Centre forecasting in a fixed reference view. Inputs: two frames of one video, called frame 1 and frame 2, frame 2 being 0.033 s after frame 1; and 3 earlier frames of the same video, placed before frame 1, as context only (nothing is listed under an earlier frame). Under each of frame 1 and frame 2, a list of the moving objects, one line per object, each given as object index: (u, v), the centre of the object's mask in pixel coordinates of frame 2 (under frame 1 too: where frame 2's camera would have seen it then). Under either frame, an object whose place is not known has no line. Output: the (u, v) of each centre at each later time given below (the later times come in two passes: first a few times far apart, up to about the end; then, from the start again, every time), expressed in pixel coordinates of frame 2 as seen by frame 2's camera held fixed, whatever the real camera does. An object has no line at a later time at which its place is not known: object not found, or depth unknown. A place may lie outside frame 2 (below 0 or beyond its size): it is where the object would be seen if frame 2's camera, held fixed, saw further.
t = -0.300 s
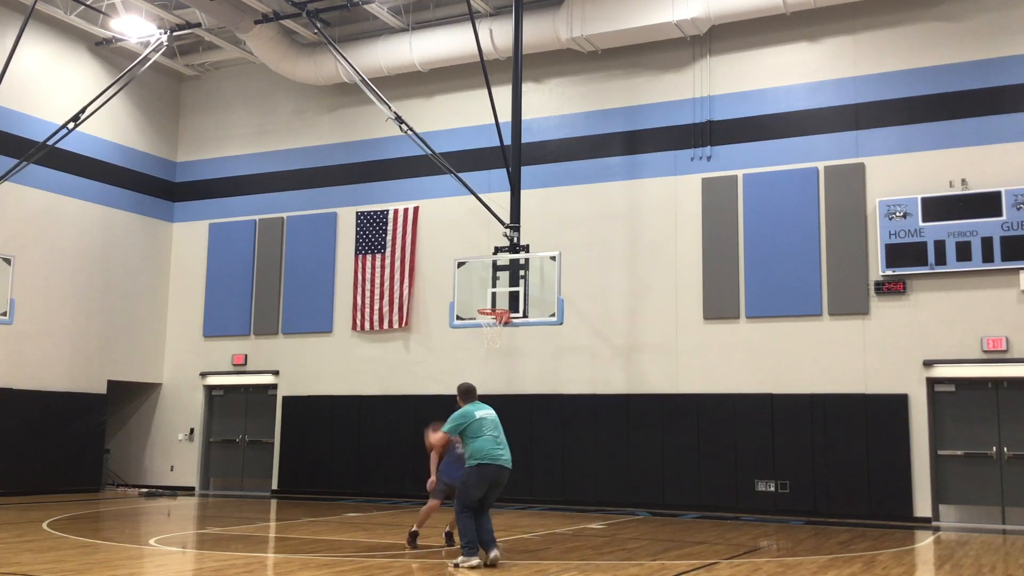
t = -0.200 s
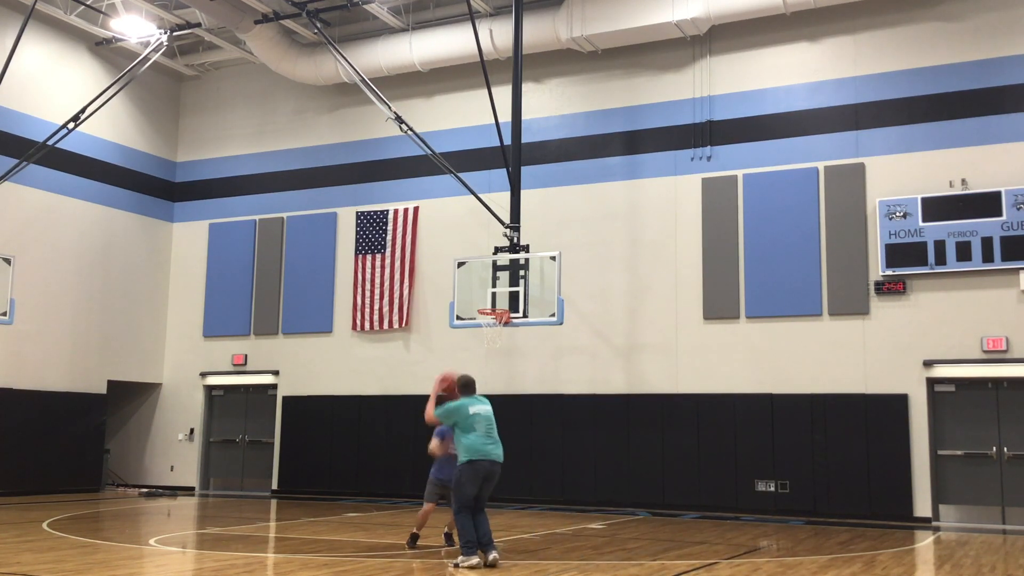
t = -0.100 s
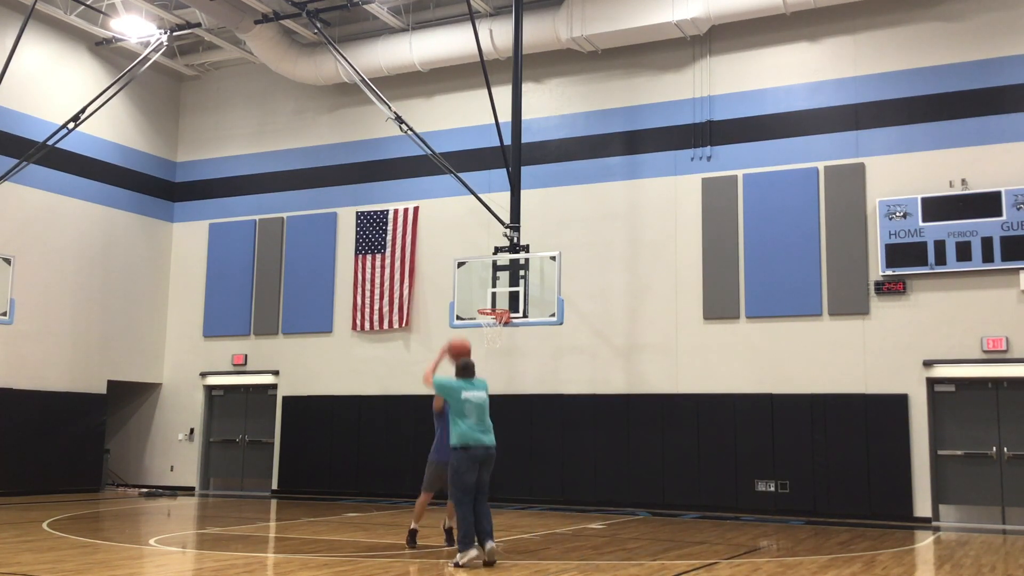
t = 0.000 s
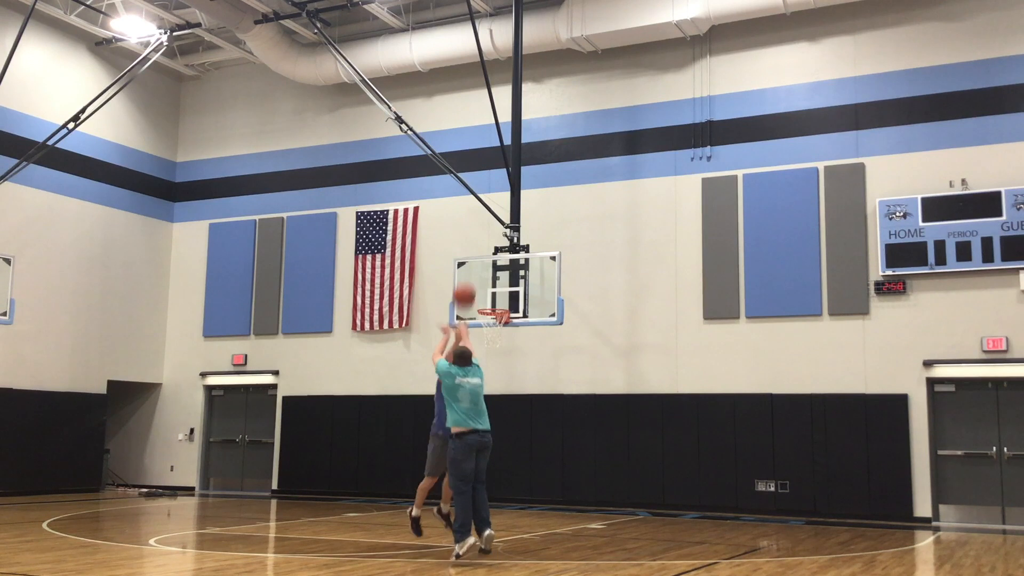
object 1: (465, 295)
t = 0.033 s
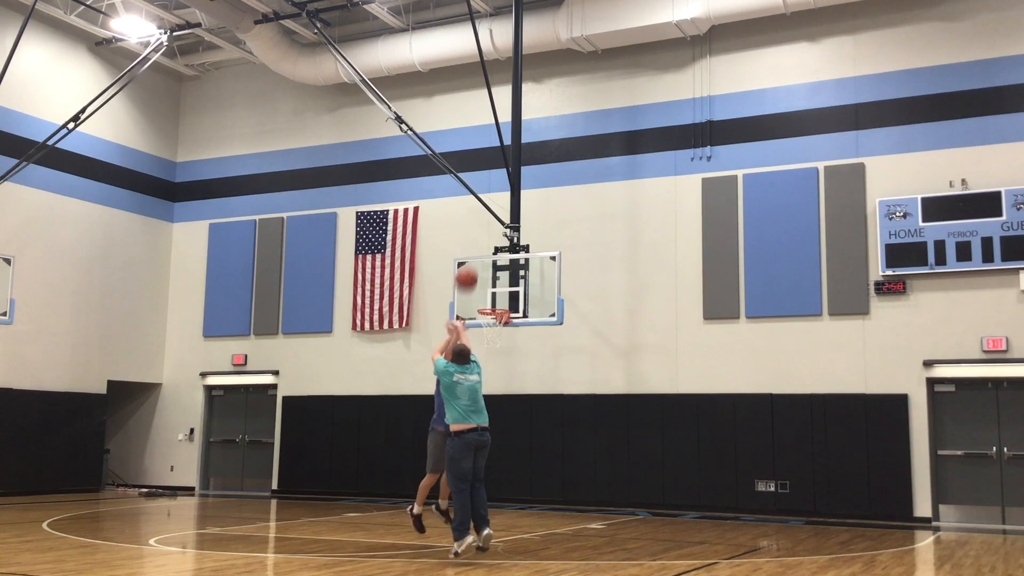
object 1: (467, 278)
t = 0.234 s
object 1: (479, 207)
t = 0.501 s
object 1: (491, 177)
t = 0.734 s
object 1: (500, 195)
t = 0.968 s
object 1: (507, 247)
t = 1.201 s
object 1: (514, 328)
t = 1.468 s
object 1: (519, 449)
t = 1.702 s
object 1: (521, 454)
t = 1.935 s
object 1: (521, 390)
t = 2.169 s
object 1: (521, 360)
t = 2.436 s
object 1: (520, 363)
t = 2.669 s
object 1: (519, 398)
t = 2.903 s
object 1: (511, 446)
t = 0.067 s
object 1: (469, 263)
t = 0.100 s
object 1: (471, 249)
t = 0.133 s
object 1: (473, 237)
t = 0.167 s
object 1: (475, 225)
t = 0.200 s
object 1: (477, 216)
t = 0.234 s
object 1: (479, 207)
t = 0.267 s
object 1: (481, 200)
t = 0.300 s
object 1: (483, 193)
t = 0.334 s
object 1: (484, 188)
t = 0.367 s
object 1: (486, 184)
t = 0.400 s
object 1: (487, 181)
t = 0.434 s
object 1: (489, 179)
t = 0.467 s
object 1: (490, 178)
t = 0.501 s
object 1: (491, 177)
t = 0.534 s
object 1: (493, 177)
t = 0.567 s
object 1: (494, 178)
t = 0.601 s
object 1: (496, 180)
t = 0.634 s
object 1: (497, 183)
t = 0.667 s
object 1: (498, 186)
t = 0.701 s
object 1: (499, 190)
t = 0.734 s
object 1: (500, 195)
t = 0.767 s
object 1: (502, 201)
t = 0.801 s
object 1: (503, 207)
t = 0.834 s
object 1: (504, 213)
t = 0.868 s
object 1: (505, 222)
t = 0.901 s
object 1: (505, 230)
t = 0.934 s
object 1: (506, 237)
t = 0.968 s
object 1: (507, 247)
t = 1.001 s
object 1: (509, 256)
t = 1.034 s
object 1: (510, 267)
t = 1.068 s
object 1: (511, 278)
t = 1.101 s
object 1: (512, 290)
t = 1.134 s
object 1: (513, 301)
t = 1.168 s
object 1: (513, 315)
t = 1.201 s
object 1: (514, 328)
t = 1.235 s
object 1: (515, 341)
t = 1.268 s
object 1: (516, 355)
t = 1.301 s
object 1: (517, 369)
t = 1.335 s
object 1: (517, 384)
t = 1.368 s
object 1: (518, 401)
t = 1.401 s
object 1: (518, 416)
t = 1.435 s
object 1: (519, 432)
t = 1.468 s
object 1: (519, 449)
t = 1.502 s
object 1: (520, 466)
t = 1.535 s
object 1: (520, 484)
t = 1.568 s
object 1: (521, 501)
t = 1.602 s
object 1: (521, 493)
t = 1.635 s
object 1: (521, 479)
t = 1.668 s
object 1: (521, 466)
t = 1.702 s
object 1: (521, 454)
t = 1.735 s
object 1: (521, 443)
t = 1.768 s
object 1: (521, 432)
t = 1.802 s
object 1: (521, 422)
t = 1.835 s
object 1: (521, 413)
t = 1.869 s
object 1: (521, 405)
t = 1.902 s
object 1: (521, 398)
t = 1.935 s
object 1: (521, 390)
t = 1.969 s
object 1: (521, 384)
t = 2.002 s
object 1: (521, 378)
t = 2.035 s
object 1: (521, 373)
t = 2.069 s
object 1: (521, 369)
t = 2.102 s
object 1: (521, 365)
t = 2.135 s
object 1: (521, 362)
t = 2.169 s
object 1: (521, 360)
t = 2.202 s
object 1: (521, 358)
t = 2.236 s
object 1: (521, 357)
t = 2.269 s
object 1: (521, 357)
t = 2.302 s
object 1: (520, 357)
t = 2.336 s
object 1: (520, 358)
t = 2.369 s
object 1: (520, 359)
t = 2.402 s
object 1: (520, 361)
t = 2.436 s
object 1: (520, 363)
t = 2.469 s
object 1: (520, 366)
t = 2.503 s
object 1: (520, 370)
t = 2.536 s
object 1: (519, 375)
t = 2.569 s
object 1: (519, 380)
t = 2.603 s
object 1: (519, 385)
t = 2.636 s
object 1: (519, 391)
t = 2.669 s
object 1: (519, 398)
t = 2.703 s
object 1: (518, 406)
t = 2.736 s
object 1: (518, 413)
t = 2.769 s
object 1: (517, 419)
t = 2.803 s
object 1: (515, 425)
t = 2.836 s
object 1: (514, 431)
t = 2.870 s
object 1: (512, 438)
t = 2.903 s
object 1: (511, 446)
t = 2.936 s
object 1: (509, 454)
